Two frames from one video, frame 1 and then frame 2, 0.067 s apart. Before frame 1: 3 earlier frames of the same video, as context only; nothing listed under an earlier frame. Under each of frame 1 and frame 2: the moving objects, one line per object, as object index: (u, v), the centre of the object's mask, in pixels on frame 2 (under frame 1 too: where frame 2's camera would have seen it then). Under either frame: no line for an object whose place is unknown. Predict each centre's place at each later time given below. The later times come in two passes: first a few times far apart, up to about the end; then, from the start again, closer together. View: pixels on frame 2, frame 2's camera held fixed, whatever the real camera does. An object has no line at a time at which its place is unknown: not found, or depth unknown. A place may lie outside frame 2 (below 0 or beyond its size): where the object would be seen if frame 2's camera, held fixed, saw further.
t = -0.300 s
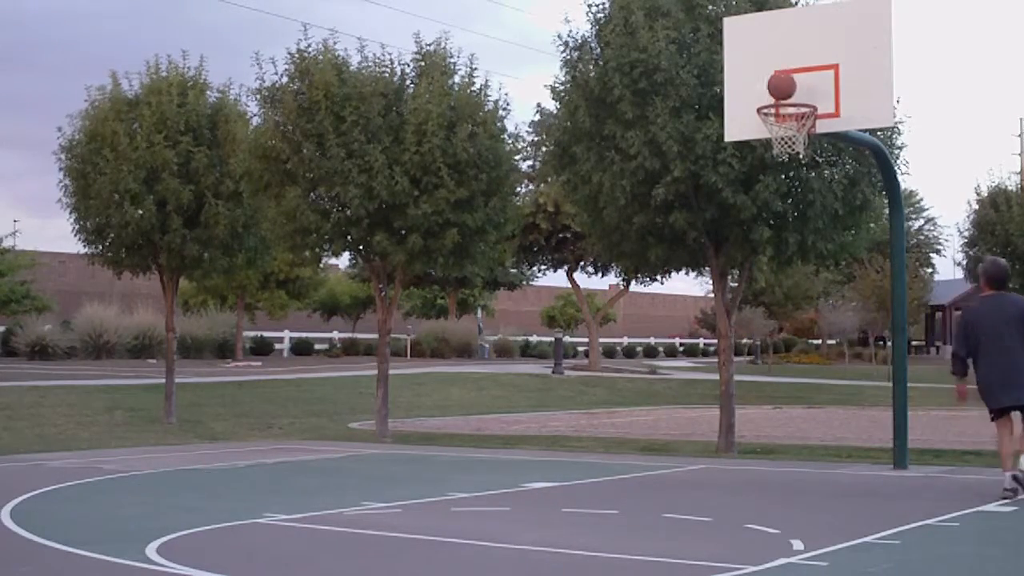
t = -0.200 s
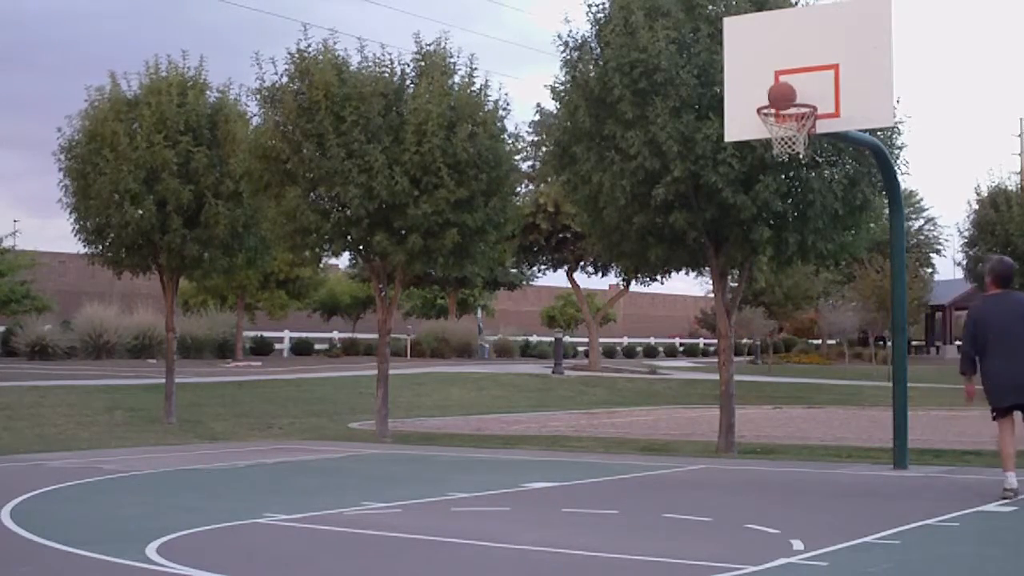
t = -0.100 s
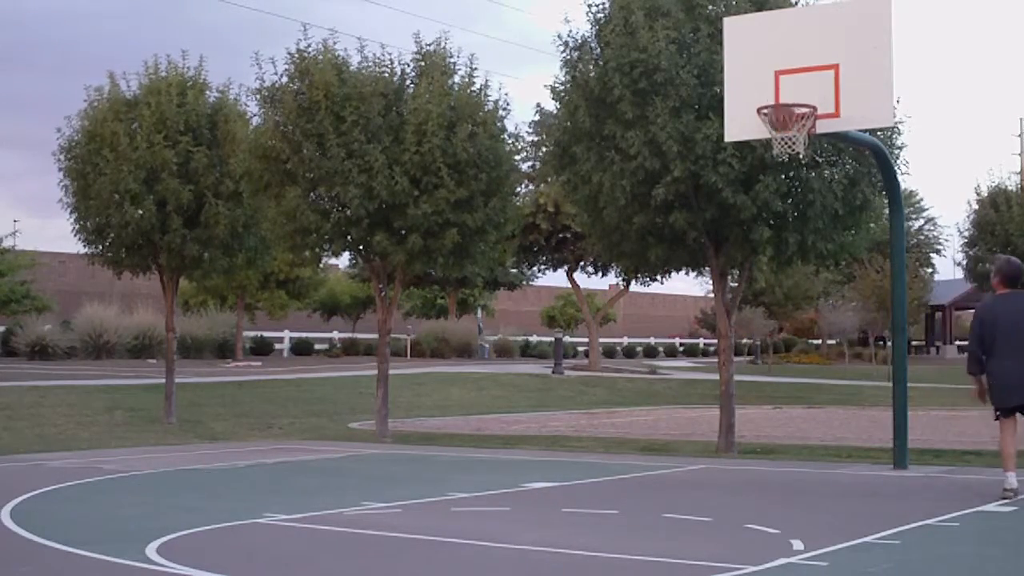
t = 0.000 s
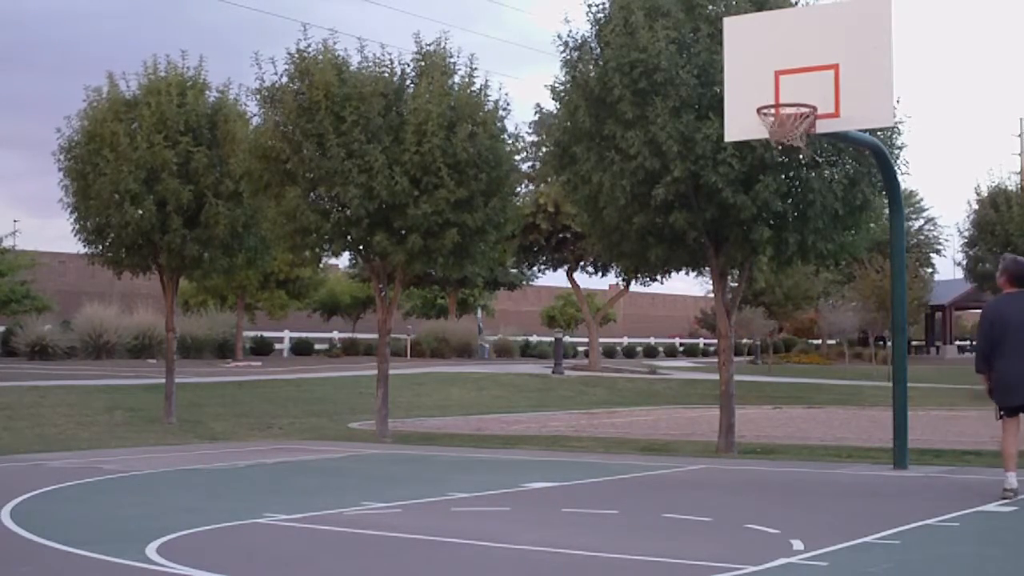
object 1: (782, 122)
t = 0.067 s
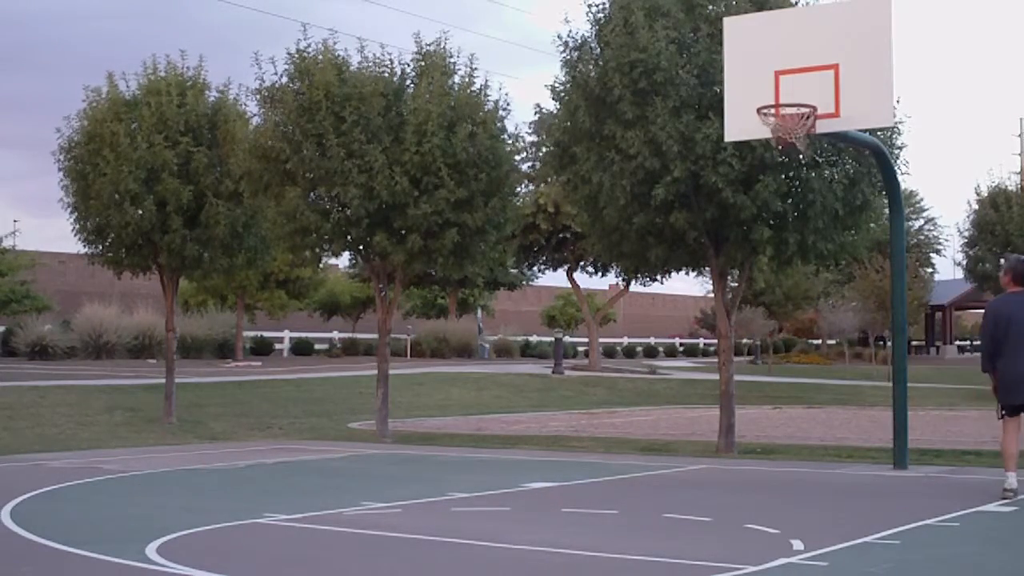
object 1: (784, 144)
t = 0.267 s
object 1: (793, 160)
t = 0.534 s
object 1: (794, 249)
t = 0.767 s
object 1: (795, 400)
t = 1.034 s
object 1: (792, 370)
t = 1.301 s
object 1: (782, 284)
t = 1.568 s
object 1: (777, 282)
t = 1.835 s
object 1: (773, 358)
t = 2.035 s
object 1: (769, 463)
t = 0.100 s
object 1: (785, 145)
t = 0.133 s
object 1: (785, 147)
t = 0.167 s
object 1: (789, 150)
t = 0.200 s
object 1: (792, 153)
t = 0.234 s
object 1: (794, 156)
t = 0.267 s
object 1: (793, 160)
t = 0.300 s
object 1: (794, 164)
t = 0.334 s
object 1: (794, 171)
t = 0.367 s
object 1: (793, 180)
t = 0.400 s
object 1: (793, 191)
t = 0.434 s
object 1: (794, 203)
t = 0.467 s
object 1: (794, 217)
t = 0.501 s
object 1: (794, 232)
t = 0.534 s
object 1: (794, 249)
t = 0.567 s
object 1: (794, 266)
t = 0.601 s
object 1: (794, 284)
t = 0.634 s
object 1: (794, 304)
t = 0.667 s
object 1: (797, 325)
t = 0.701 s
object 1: (794, 350)
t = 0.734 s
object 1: (795, 374)
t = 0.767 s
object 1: (795, 400)
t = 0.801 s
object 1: (795, 427)
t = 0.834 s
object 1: (795, 457)
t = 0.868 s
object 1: (795, 469)
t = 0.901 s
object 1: (794, 447)
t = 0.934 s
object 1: (793, 425)
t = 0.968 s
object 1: (793, 406)
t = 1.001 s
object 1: (793, 388)
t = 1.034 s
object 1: (792, 370)
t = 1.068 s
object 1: (790, 355)
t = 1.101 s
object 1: (789, 342)
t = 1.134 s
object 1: (787, 329)
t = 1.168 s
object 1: (786, 319)
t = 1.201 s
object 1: (785, 307)
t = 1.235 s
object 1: (784, 297)
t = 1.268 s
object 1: (783, 290)
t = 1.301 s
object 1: (782, 284)
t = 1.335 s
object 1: (781, 280)
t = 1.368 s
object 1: (781, 278)
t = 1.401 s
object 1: (780, 275)
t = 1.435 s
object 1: (780, 274)
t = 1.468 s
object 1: (780, 274)
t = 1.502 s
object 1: (779, 275)
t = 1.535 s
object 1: (779, 278)
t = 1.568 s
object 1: (777, 282)
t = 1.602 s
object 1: (776, 287)
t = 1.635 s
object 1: (776, 294)
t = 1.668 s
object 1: (775, 300)
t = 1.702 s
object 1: (775, 310)
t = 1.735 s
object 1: (776, 320)
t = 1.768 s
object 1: (776, 331)
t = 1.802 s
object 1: (773, 344)
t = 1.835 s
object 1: (773, 358)
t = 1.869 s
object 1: (772, 373)
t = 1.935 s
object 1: (770, 409)
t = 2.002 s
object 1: (769, 447)
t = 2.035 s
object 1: (769, 463)
